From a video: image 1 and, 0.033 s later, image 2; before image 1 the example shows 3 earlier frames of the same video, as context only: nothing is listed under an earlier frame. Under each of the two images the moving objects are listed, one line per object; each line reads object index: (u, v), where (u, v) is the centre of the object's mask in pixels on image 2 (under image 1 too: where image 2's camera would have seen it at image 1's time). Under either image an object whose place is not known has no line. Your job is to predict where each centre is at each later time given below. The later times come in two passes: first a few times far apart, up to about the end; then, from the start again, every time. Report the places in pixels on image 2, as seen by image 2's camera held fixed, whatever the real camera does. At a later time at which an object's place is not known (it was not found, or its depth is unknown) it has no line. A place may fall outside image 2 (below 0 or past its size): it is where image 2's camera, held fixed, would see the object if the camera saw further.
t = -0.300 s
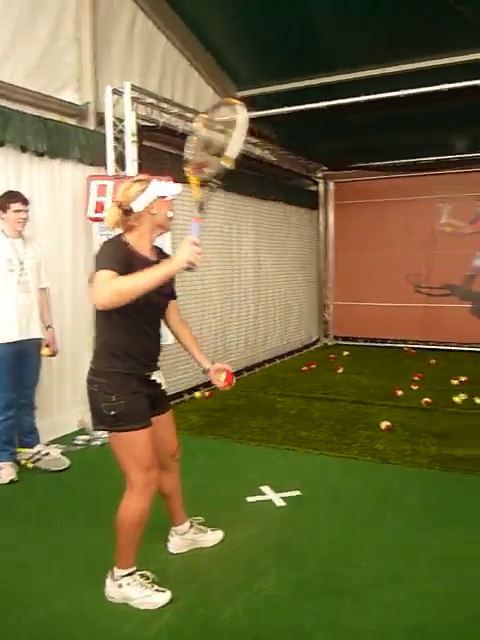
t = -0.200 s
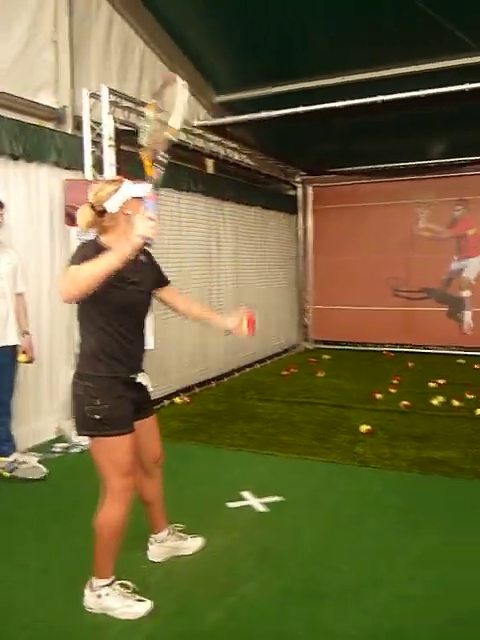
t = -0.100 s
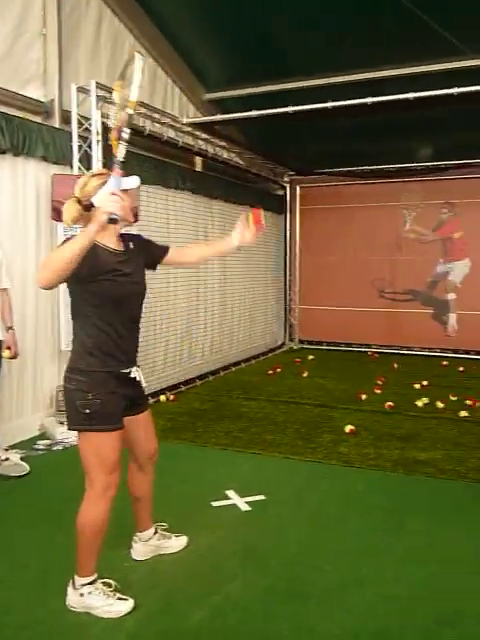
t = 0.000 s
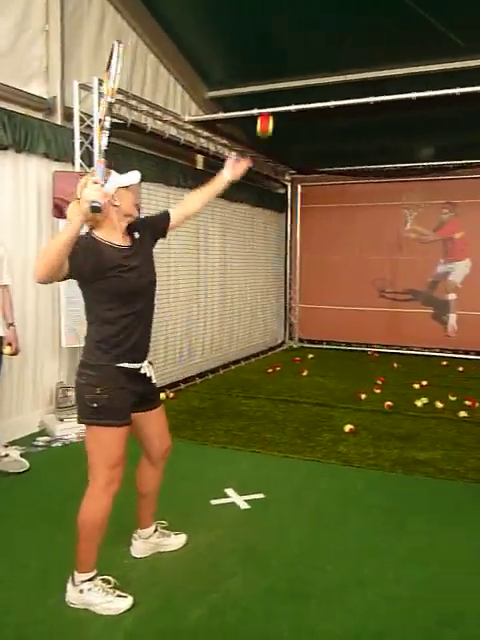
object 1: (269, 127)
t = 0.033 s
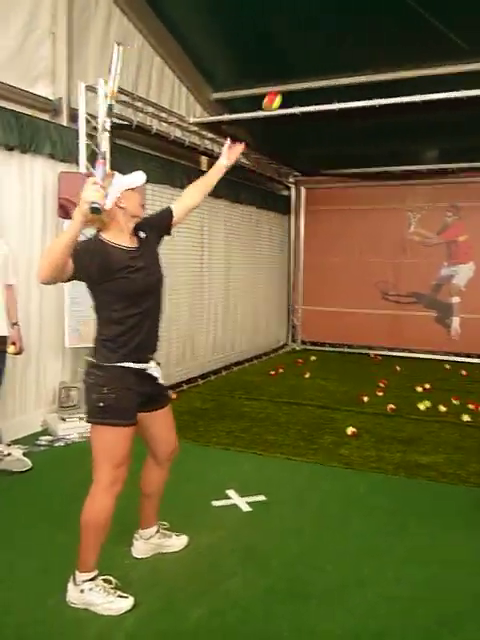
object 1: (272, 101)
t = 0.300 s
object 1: (286, -15)
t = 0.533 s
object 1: (297, 5)
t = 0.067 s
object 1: (274, 78)
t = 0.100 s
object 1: (276, 58)
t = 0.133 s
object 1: (278, 39)
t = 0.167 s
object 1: (280, 24)
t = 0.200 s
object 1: (281, 10)
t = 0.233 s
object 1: (283, -1)
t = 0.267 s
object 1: (285, -9)
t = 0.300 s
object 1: (286, -15)
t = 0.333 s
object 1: (288, -18)
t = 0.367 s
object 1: (289, -20)
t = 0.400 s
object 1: (291, -19)
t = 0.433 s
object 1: (293, -17)
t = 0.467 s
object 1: (294, -12)
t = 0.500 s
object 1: (295, -5)
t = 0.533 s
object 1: (297, 5)
